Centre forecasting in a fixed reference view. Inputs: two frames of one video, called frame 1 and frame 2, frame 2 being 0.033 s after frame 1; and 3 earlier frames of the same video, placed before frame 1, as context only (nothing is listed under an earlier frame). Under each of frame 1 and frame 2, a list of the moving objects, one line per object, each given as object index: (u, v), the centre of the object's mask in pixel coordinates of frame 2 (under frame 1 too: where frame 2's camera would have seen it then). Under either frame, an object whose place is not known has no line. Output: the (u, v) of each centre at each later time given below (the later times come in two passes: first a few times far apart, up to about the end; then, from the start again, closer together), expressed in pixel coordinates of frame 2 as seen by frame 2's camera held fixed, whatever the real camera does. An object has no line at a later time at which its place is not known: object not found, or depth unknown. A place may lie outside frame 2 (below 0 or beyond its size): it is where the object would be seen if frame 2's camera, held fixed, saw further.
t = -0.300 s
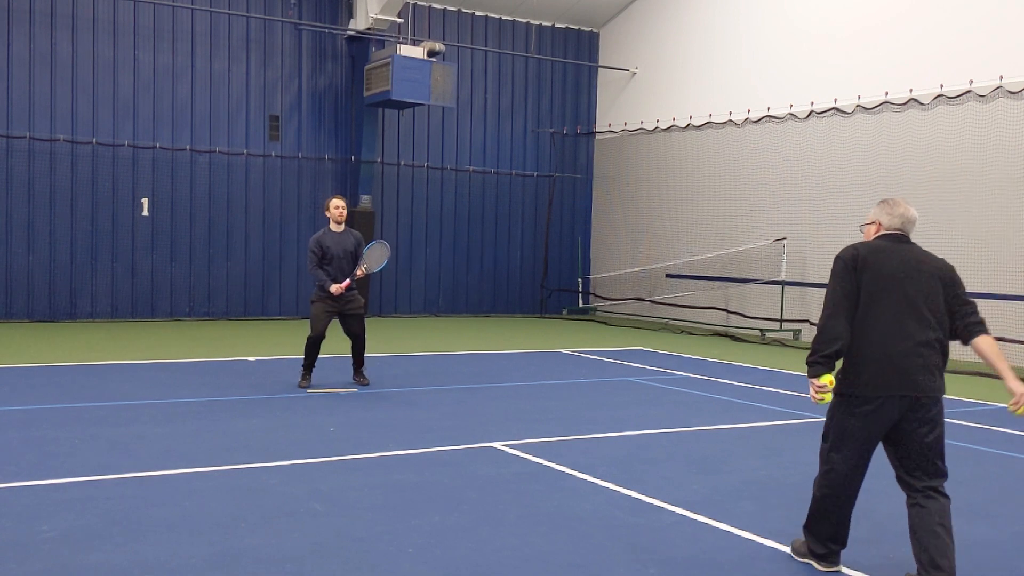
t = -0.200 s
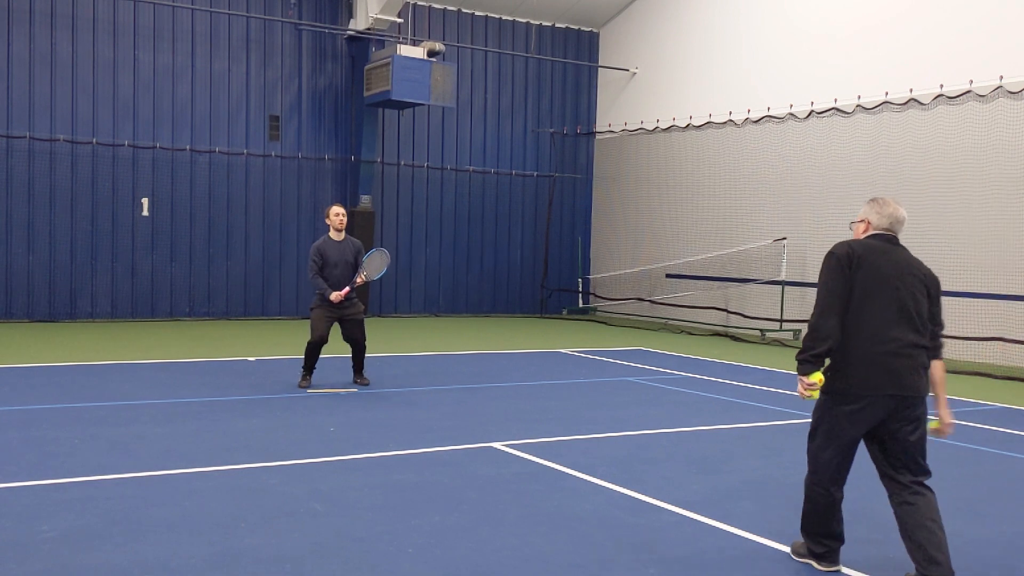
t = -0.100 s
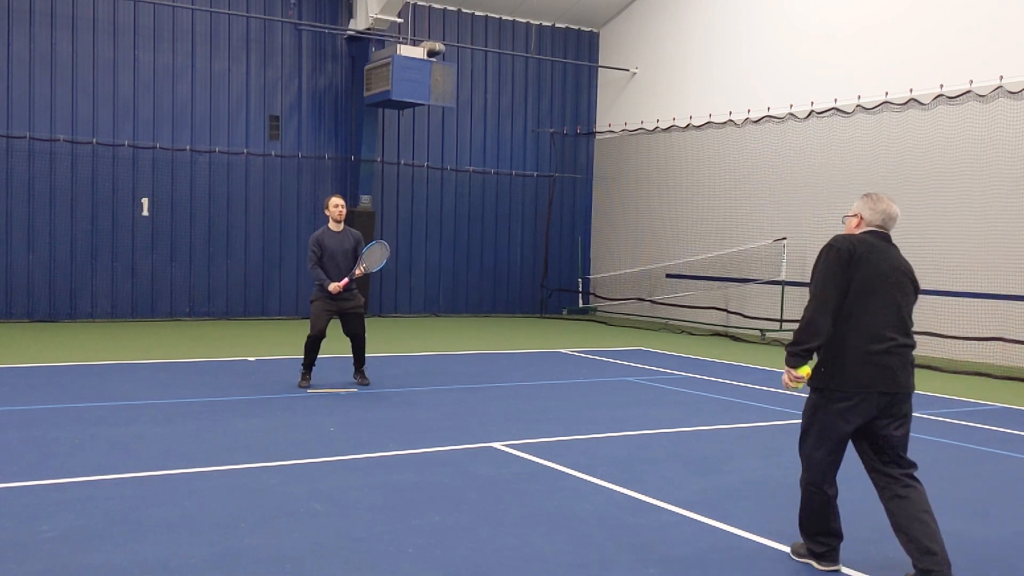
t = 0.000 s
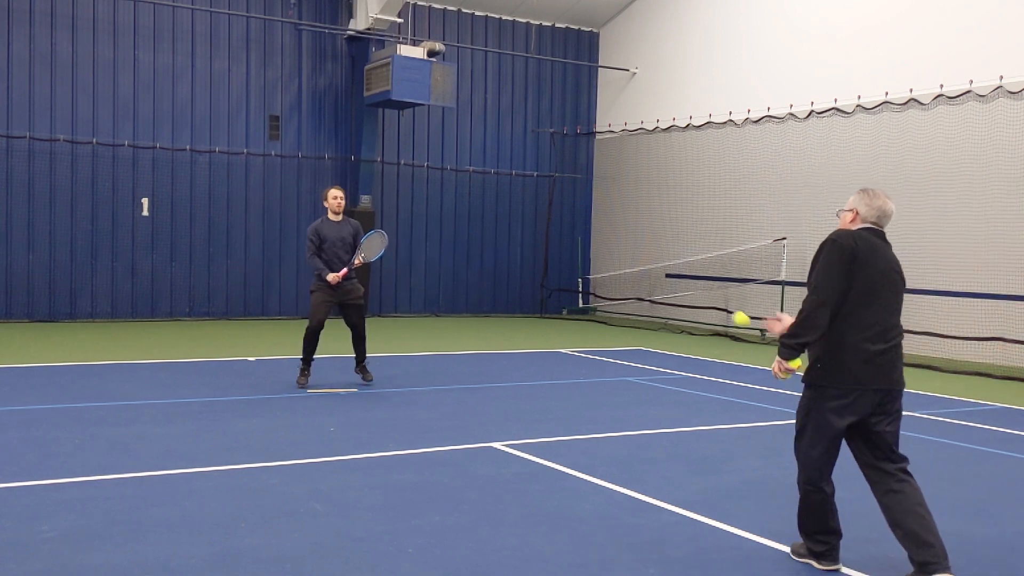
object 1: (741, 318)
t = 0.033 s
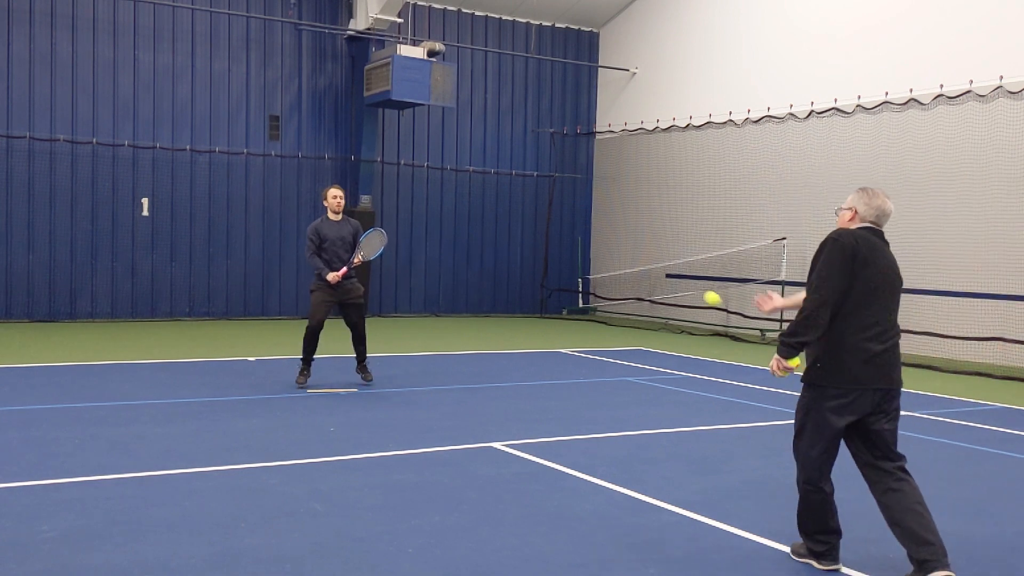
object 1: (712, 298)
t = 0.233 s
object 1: (567, 235)
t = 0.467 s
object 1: (438, 254)
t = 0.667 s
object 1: (350, 326)
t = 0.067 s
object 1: (685, 281)
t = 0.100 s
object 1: (660, 266)
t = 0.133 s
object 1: (635, 255)
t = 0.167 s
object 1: (611, 245)
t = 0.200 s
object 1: (588, 239)
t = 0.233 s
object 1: (567, 235)
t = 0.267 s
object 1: (547, 232)
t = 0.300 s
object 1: (527, 231)
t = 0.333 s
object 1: (508, 233)
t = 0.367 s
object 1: (490, 236)
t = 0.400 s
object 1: (472, 240)
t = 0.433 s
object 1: (455, 246)
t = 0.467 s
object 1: (438, 254)
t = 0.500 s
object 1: (423, 263)
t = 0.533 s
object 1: (407, 273)
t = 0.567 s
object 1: (392, 285)
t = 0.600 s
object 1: (378, 297)
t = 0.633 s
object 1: (364, 311)
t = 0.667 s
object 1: (350, 326)
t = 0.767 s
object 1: (311, 378)
